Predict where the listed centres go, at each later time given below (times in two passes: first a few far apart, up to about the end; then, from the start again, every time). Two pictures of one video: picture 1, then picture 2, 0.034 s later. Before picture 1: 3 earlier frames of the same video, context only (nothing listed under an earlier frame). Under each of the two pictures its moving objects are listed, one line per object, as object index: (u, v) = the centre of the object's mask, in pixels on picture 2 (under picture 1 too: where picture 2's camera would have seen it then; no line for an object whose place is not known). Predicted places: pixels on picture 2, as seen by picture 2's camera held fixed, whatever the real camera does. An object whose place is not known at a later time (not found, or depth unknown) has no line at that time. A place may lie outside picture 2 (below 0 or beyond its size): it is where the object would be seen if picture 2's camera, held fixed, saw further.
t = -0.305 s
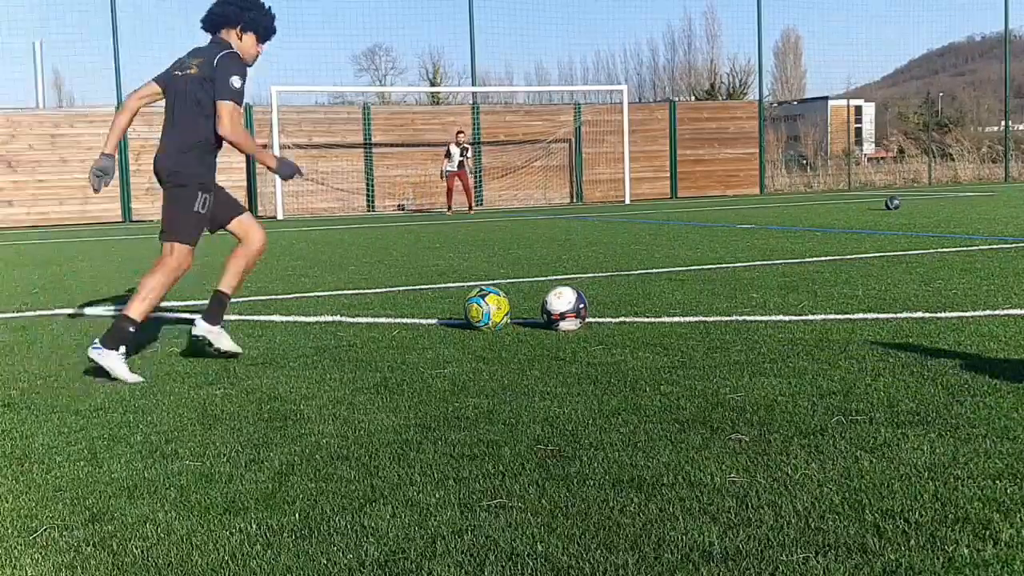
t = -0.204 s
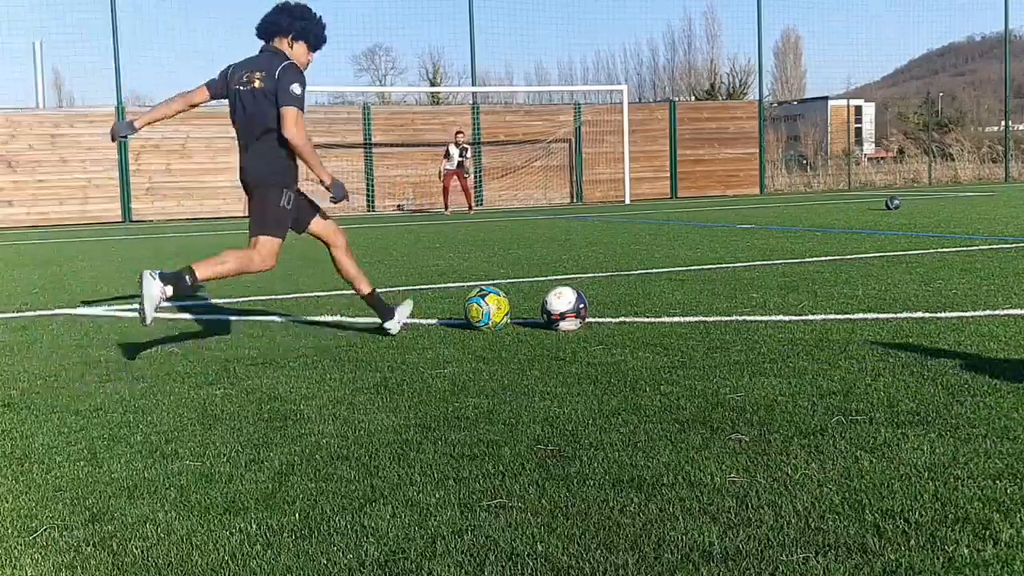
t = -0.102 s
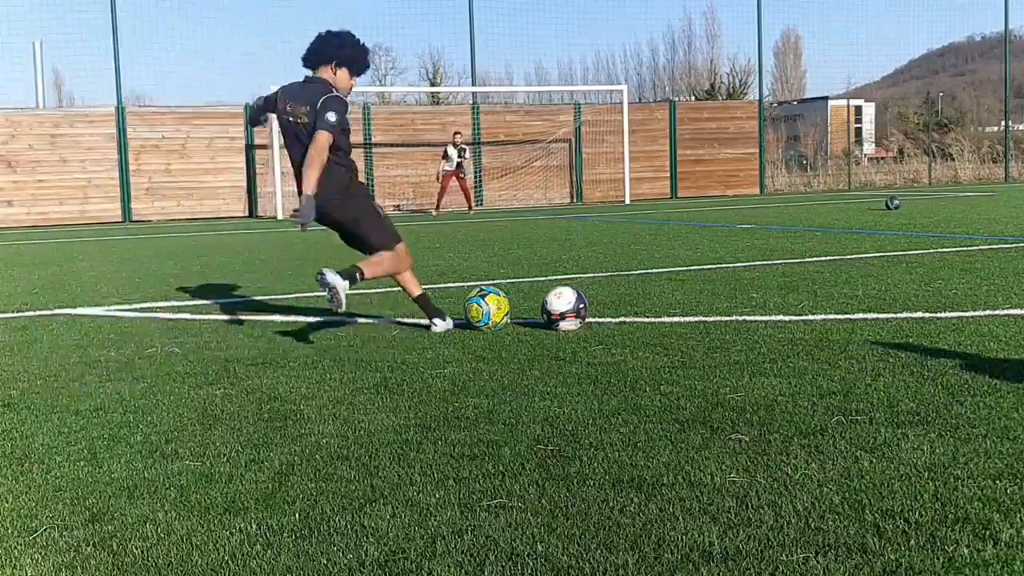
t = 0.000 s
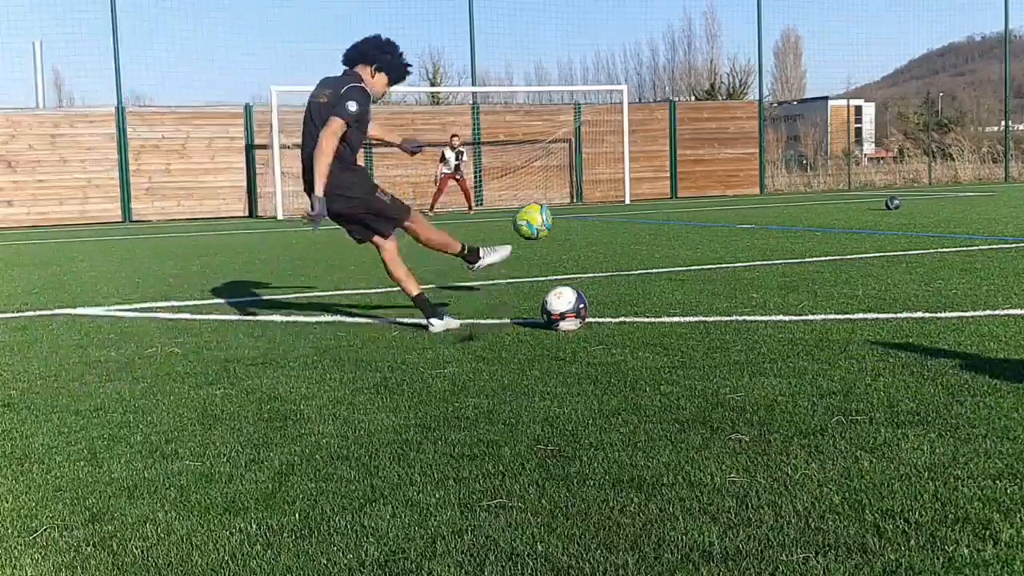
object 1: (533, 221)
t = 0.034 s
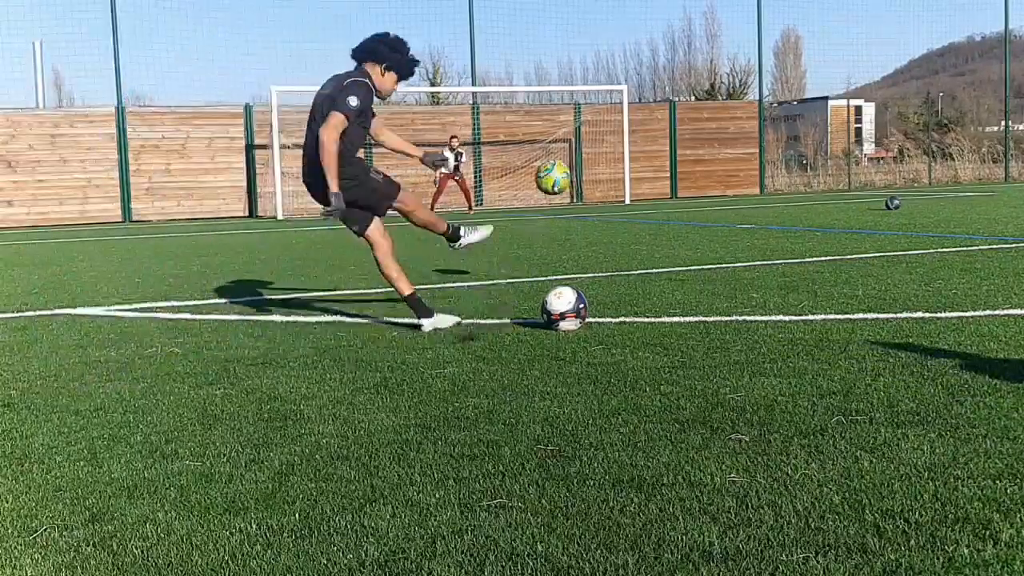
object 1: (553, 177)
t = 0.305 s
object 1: (599, 36)
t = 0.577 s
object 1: (579, 30)
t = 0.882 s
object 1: (538, 71)
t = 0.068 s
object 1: (567, 143)
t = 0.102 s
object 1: (577, 116)
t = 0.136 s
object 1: (586, 94)
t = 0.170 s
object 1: (592, 77)
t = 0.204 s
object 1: (596, 63)
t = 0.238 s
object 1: (598, 52)
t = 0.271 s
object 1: (599, 43)
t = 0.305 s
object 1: (599, 36)
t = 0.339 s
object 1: (599, 31)
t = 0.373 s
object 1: (597, 28)
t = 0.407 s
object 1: (595, 26)
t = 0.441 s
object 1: (592, 25)
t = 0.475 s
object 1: (590, 24)
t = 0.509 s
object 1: (586, 25)
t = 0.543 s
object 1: (582, 27)
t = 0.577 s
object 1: (579, 30)
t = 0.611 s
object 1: (575, 33)
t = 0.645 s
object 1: (570, 36)
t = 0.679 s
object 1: (566, 40)
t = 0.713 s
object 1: (561, 44)
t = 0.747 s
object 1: (557, 49)
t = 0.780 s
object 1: (552, 54)
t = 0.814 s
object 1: (547, 60)
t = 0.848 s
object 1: (543, 65)
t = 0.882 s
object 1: (538, 71)
